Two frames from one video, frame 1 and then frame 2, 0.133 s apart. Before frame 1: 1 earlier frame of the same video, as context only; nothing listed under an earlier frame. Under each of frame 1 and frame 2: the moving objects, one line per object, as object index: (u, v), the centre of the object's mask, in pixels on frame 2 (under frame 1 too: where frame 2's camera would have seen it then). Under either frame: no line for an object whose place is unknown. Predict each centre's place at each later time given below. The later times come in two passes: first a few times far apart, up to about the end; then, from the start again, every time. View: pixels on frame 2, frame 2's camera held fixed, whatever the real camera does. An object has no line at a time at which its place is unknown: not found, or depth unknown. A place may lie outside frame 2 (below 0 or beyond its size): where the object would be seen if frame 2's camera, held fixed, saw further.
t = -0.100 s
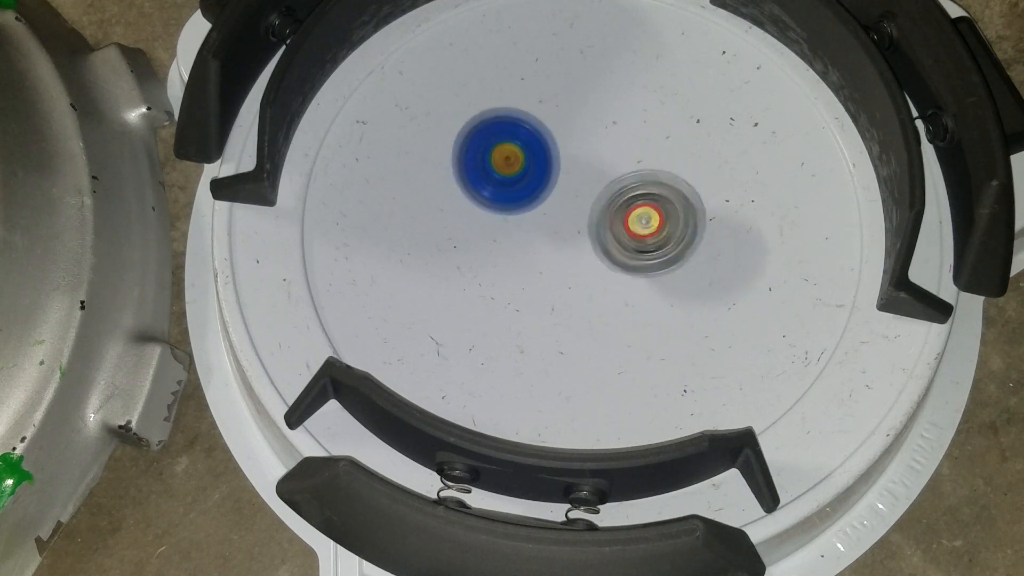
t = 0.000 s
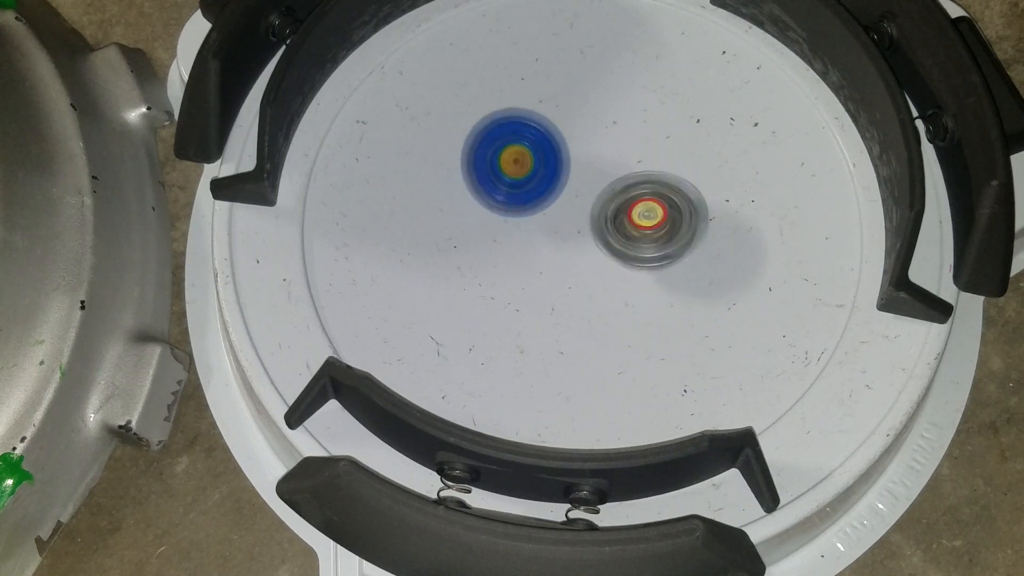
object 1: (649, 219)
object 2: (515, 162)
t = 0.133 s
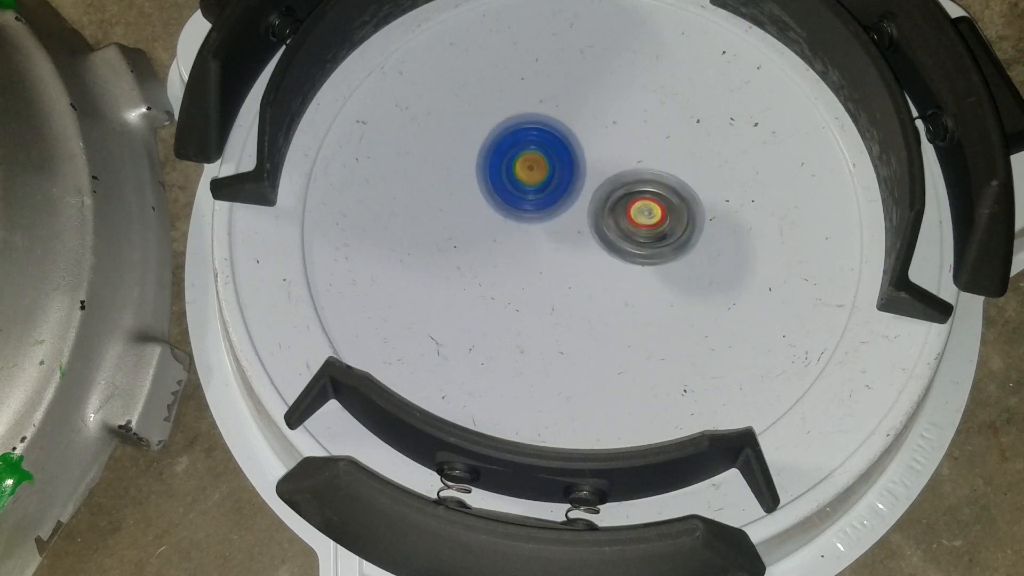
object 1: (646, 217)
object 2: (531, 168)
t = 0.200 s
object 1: (645, 215)
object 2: (538, 173)
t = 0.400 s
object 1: (653, 224)
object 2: (535, 175)
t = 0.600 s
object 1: (658, 223)
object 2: (537, 196)
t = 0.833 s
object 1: (655, 219)
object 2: (527, 216)
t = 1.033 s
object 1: (649, 210)
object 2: (517, 227)
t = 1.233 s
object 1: (647, 209)
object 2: (508, 231)
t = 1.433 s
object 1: (643, 203)
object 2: (506, 225)
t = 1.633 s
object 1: (636, 197)
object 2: (517, 220)
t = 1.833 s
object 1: (645, 209)
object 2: (520, 219)
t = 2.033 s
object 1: (650, 209)
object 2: (515, 223)
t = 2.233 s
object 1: (640, 212)
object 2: (528, 232)
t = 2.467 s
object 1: (673, 239)
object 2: (482, 225)
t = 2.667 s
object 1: (661, 217)
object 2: (490, 224)
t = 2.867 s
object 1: (641, 199)
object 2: (507, 224)
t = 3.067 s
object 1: (626, 202)
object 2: (529, 230)
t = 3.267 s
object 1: (636, 193)
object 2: (533, 239)
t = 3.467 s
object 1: (633, 198)
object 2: (533, 251)
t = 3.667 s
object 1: (627, 187)
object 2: (527, 256)
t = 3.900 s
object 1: (627, 211)
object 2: (525, 252)
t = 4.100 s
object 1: (631, 196)
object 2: (525, 245)
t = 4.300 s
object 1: (638, 200)
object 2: (525, 243)
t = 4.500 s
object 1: (635, 196)
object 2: (538, 246)
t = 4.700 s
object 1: (612, 201)
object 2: (530, 252)
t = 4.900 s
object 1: (603, 195)
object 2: (532, 257)
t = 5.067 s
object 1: (603, 195)
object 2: (533, 255)
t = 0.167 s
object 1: (647, 216)
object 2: (535, 170)
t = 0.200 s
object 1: (645, 215)
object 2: (538, 173)
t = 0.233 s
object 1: (655, 223)
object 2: (531, 167)
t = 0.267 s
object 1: (660, 231)
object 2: (528, 163)
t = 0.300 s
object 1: (657, 232)
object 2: (529, 164)
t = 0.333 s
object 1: (654, 232)
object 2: (531, 168)
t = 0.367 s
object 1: (651, 228)
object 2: (533, 171)
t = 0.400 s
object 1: (653, 224)
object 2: (535, 175)
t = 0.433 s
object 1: (654, 225)
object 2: (536, 179)
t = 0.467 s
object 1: (653, 223)
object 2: (538, 182)
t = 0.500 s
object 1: (655, 224)
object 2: (539, 186)
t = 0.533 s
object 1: (653, 223)
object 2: (540, 190)
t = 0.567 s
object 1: (652, 221)
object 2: (541, 194)
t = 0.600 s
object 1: (658, 223)
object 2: (537, 196)
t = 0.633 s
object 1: (657, 226)
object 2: (534, 197)
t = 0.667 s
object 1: (655, 228)
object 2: (534, 201)
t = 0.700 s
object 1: (649, 228)
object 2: (534, 204)
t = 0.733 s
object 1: (645, 221)
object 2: (532, 207)
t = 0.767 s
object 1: (649, 218)
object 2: (531, 211)
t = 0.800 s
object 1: (652, 218)
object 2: (529, 214)
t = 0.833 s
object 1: (655, 219)
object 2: (527, 216)
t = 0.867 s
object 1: (653, 223)
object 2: (526, 219)
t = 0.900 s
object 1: (645, 223)
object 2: (524, 221)
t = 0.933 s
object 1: (643, 217)
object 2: (522, 223)
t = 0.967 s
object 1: (643, 214)
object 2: (521, 225)
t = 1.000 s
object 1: (644, 210)
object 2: (519, 226)
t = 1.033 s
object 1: (649, 210)
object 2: (517, 227)
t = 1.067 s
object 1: (650, 214)
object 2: (515, 228)
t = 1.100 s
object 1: (647, 213)
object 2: (514, 229)
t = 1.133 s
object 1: (646, 214)
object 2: (512, 230)
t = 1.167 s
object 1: (643, 213)
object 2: (511, 231)
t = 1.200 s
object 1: (644, 208)
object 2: (510, 231)
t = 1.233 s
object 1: (647, 209)
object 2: (508, 231)
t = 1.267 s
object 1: (646, 209)
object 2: (507, 230)
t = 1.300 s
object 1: (647, 210)
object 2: (506, 229)
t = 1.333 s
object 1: (645, 211)
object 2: (505, 229)
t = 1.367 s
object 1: (640, 208)
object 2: (505, 228)
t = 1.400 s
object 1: (641, 204)
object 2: (505, 227)
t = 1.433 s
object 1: (643, 203)
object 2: (506, 225)
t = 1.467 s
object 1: (645, 202)
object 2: (507, 224)
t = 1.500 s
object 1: (647, 205)
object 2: (509, 223)
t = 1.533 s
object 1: (643, 208)
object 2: (510, 222)
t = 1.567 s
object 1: (637, 204)
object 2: (512, 221)
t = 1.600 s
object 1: (636, 201)
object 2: (515, 221)
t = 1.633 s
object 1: (636, 197)
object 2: (517, 220)
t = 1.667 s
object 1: (640, 195)
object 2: (520, 220)
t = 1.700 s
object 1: (643, 198)
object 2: (522, 220)
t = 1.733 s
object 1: (640, 200)
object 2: (525, 220)
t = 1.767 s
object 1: (642, 200)
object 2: (524, 220)
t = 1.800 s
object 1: (644, 206)
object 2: (525, 220)
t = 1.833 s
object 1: (645, 209)
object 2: (520, 219)
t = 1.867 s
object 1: (651, 212)
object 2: (511, 217)
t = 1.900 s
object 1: (654, 213)
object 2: (509, 217)
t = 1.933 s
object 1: (653, 212)
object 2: (511, 218)
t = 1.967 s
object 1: (652, 212)
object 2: (513, 219)
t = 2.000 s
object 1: (650, 212)
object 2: (514, 221)
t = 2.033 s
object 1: (650, 209)
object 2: (515, 223)
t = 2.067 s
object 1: (653, 207)
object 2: (518, 224)
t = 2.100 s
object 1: (654, 206)
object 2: (520, 226)
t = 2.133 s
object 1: (651, 207)
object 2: (522, 227)
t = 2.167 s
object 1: (650, 209)
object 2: (524, 228)
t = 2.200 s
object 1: (646, 211)
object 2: (525, 230)
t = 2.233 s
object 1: (640, 212)
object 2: (528, 232)
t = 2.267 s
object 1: (651, 214)
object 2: (512, 230)
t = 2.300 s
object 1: (669, 215)
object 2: (493, 227)
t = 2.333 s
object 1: (682, 219)
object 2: (482, 225)
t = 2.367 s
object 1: (689, 224)
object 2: (479, 223)
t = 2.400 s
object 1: (686, 231)
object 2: (480, 223)
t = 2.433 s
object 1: (681, 237)
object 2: (481, 224)
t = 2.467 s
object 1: (673, 239)
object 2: (482, 225)
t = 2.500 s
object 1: (668, 236)
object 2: (482, 226)
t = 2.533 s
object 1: (665, 232)
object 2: (483, 226)
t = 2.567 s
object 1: (663, 227)
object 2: (484, 226)
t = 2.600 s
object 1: (663, 221)
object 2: (485, 225)
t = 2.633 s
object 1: (666, 218)
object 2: (487, 224)
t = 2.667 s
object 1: (661, 217)
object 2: (490, 224)
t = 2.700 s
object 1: (651, 216)
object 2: (492, 224)
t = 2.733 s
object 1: (645, 211)
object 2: (494, 223)
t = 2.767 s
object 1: (645, 207)
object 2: (498, 224)
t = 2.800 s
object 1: (647, 203)
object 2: (501, 224)
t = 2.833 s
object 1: (643, 202)
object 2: (505, 224)
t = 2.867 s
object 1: (641, 199)
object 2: (507, 224)
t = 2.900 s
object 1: (644, 198)
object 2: (511, 226)
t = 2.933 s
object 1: (646, 201)
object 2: (515, 226)
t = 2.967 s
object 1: (642, 203)
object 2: (518, 226)
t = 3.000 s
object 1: (638, 204)
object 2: (522, 227)
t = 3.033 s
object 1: (632, 205)
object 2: (526, 229)
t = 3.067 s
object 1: (626, 202)
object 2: (529, 230)
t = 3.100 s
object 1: (625, 195)
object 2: (528, 232)
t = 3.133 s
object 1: (629, 191)
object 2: (530, 233)
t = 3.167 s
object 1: (632, 190)
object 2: (530, 234)
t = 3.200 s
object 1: (635, 190)
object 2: (531, 235)
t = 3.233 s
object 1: (635, 191)
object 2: (532, 237)
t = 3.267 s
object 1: (636, 193)
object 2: (533, 239)
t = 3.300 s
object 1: (637, 194)
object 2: (533, 241)
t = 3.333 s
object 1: (639, 193)
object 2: (534, 243)
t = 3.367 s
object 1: (641, 193)
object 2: (534, 245)
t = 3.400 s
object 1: (641, 193)
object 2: (534, 247)
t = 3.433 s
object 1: (638, 195)
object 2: (534, 249)
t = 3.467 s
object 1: (633, 198)
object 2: (533, 251)
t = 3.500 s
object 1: (626, 199)
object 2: (533, 253)
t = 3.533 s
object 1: (621, 196)
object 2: (532, 254)
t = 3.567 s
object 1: (618, 193)
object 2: (532, 255)
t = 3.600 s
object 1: (618, 191)
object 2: (532, 256)
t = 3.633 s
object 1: (621, 190)
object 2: (529, 257)
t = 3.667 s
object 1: (627, 187)
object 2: (527, 256)
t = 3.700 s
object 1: (632, 187)
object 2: (526, 256)
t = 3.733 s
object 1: (635, 189)
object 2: (526, 256)
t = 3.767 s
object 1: (636, 192)
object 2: (525, 255)
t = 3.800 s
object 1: (636, 197)
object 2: (525, 255)
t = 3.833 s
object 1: (636, 201)
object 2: (526, 254)
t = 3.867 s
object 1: (633, 207)
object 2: (525, 253)
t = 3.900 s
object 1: (627, 211)
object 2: (525, 252)
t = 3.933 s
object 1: (620, 208)
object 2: (527, 252)
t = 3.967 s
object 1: (618, 205)
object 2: (526, 250)
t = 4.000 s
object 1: (624, 200)
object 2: (523, 249)
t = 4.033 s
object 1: (627, 198)
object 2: (522, 247)
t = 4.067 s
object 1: (630, 197)
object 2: (524, 246)
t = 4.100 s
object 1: (631, 196)
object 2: (525, 245)
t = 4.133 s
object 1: (630, 195)
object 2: (527, 245)
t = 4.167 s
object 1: (630, 194)
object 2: (529, 243)
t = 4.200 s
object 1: (627, 194)
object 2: (530, 243)
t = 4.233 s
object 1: (625, 196)
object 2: (530, 243)
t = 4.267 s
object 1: (633, 199)
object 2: (525, 244)
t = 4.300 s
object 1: (638, 200)
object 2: (525, 243)
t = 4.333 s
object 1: (642, 200)
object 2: (528, 243)
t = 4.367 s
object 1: (643, 196)
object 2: (530, 244)
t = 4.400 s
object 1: (643, 193)
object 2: (532, 244)
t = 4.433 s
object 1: (642, 193)
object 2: (534, 245)
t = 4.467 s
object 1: (640, 193)
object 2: (536, 246)
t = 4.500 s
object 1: (635, 196)
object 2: (538, 246)
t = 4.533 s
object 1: (632, 201)
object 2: (536, 248)
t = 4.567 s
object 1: (629, 202)
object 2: (534, 249)
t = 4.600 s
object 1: (623, 203)
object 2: (535, 248)
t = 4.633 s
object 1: (618, 203)
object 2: (533, 250)
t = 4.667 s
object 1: (615, 202)
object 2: (531, 251)
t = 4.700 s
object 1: (612, 201)
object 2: (530, 252)
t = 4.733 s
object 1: (608, 200)
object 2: (532, 253)
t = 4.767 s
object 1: (607, 199)
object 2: (532, 253)
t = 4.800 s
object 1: (605, 198)
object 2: (531, 255)
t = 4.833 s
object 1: (604, 197)
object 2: (532, 256)
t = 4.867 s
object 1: (603, 196)
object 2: (531, 256)
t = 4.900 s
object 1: (603, 195)
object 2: (532, 257)
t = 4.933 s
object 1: (603, 195)
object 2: (532, 257)
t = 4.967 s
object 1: (602, 194)
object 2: (531, 256)
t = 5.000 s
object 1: (603, 194)
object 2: (532, 257)
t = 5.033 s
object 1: (603, 194)
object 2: (533, 255)
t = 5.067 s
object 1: (603, 195)
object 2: (533, 255)
